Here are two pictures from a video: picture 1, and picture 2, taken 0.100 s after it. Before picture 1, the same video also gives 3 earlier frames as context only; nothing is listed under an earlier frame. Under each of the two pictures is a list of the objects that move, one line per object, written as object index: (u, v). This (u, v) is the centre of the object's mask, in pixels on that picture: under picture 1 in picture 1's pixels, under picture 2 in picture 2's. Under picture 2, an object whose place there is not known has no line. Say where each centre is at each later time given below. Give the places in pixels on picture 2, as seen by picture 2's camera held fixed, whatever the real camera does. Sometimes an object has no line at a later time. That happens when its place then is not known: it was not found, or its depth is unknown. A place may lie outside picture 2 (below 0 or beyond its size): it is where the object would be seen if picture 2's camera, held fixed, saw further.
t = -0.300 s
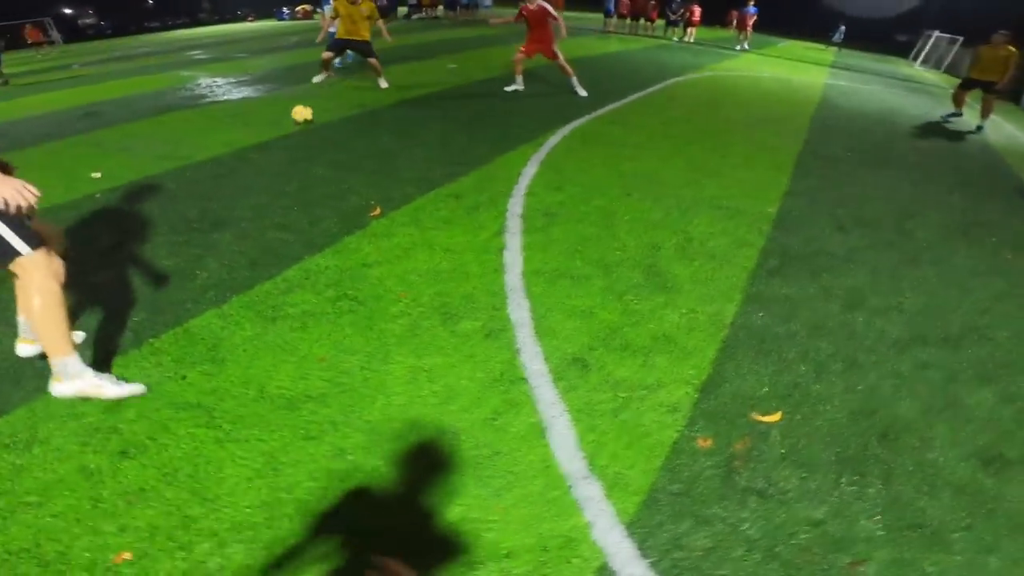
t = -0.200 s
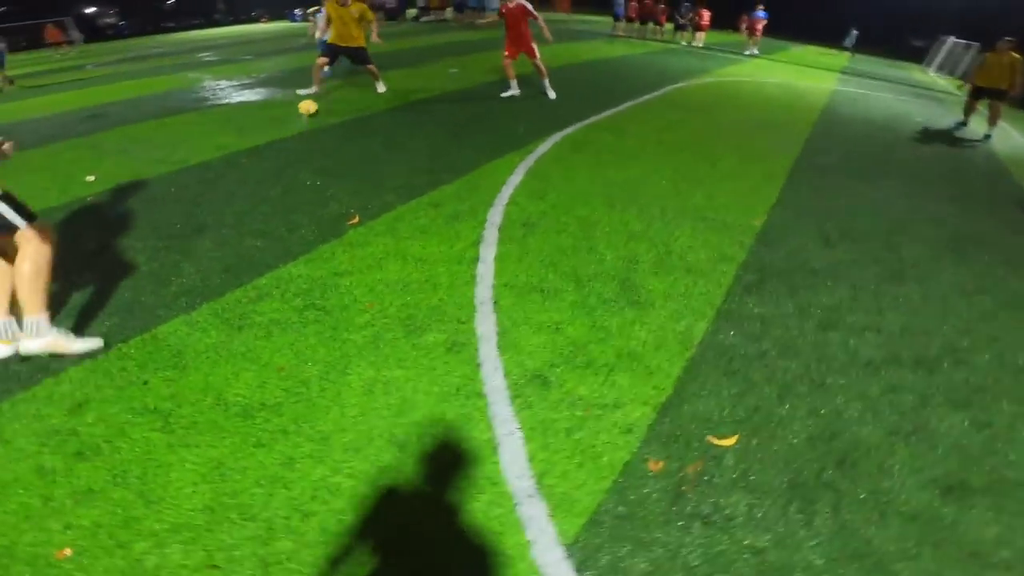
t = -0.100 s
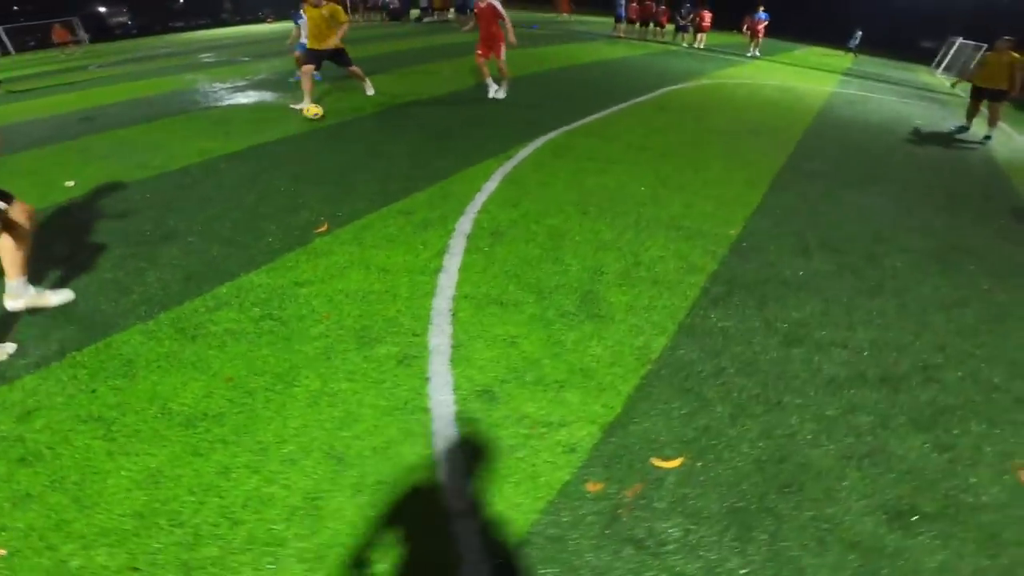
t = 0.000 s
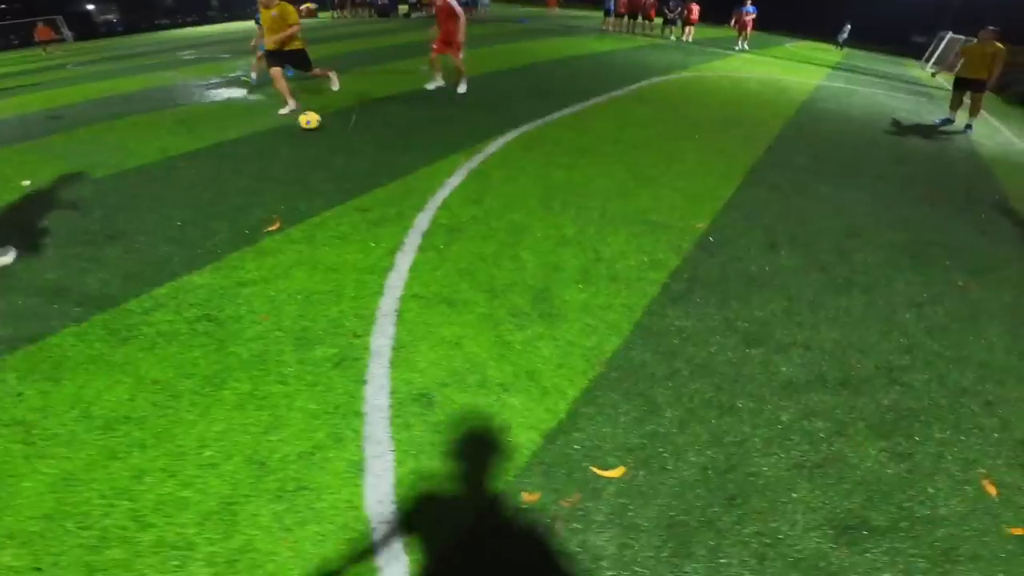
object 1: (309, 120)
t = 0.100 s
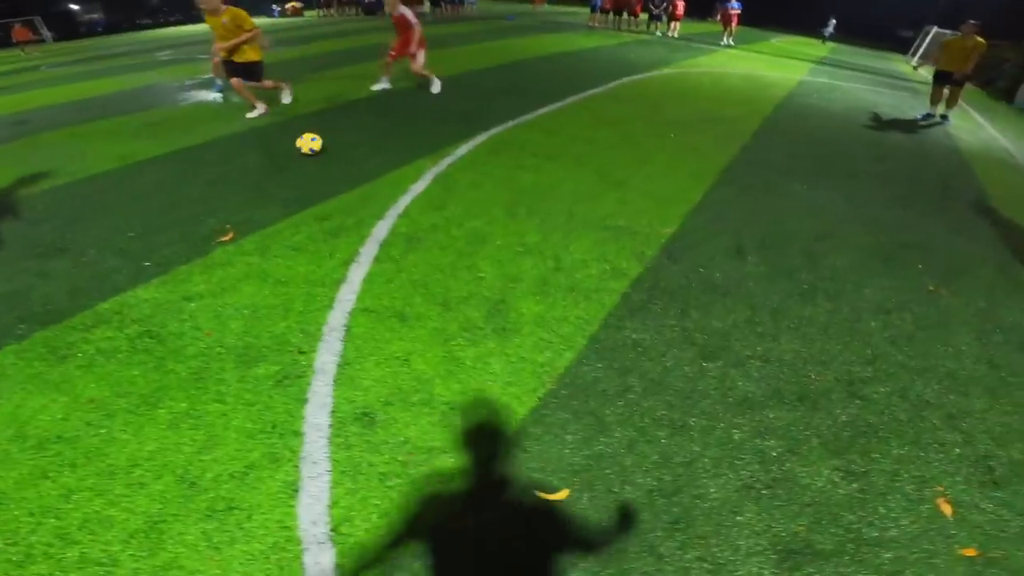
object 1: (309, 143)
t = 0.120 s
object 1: (316, 148)
